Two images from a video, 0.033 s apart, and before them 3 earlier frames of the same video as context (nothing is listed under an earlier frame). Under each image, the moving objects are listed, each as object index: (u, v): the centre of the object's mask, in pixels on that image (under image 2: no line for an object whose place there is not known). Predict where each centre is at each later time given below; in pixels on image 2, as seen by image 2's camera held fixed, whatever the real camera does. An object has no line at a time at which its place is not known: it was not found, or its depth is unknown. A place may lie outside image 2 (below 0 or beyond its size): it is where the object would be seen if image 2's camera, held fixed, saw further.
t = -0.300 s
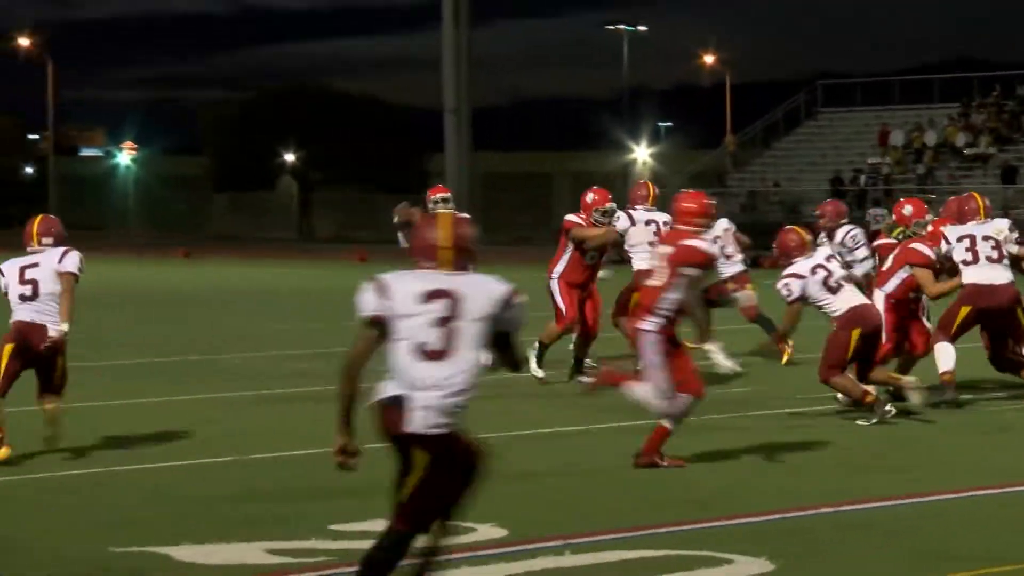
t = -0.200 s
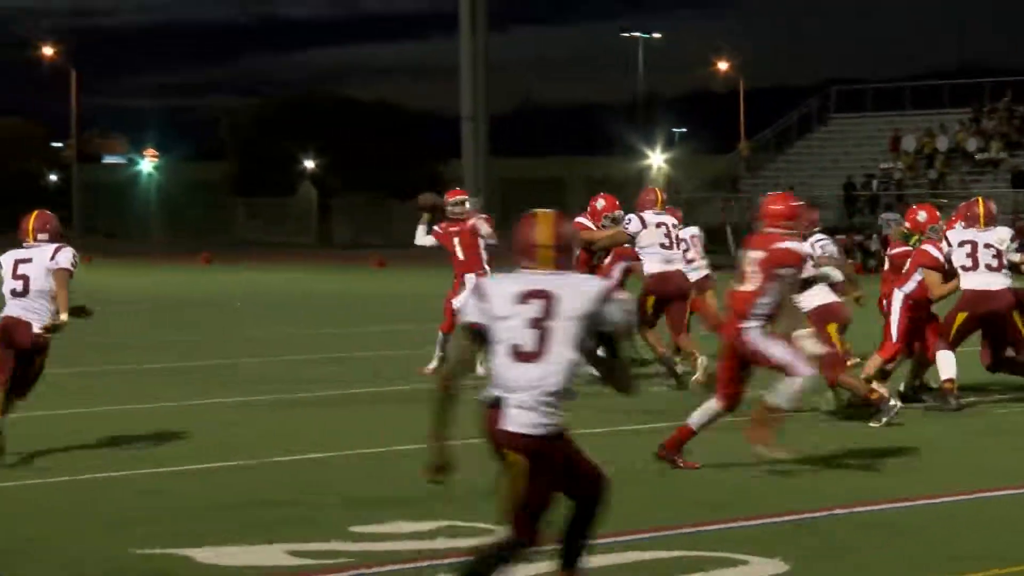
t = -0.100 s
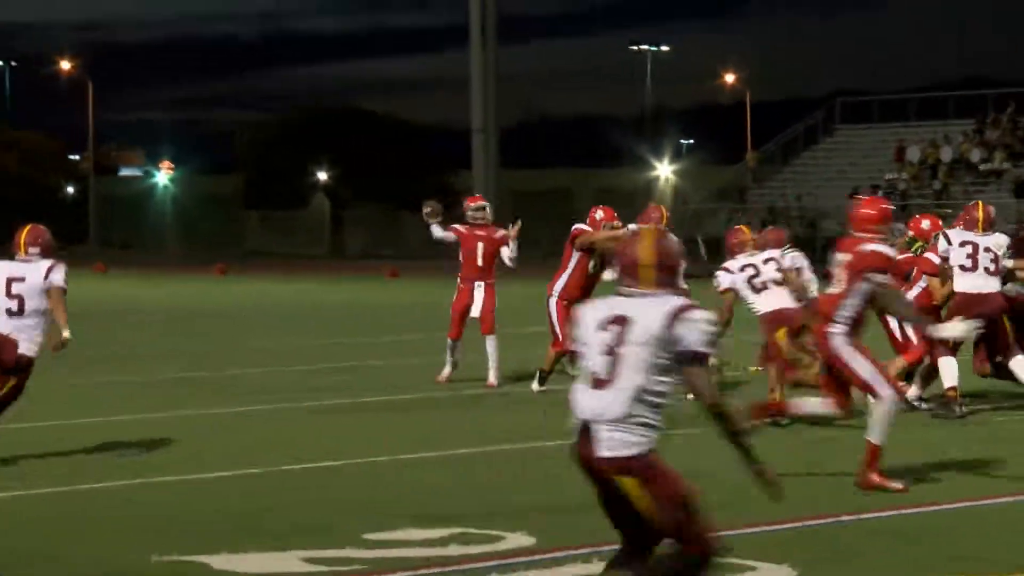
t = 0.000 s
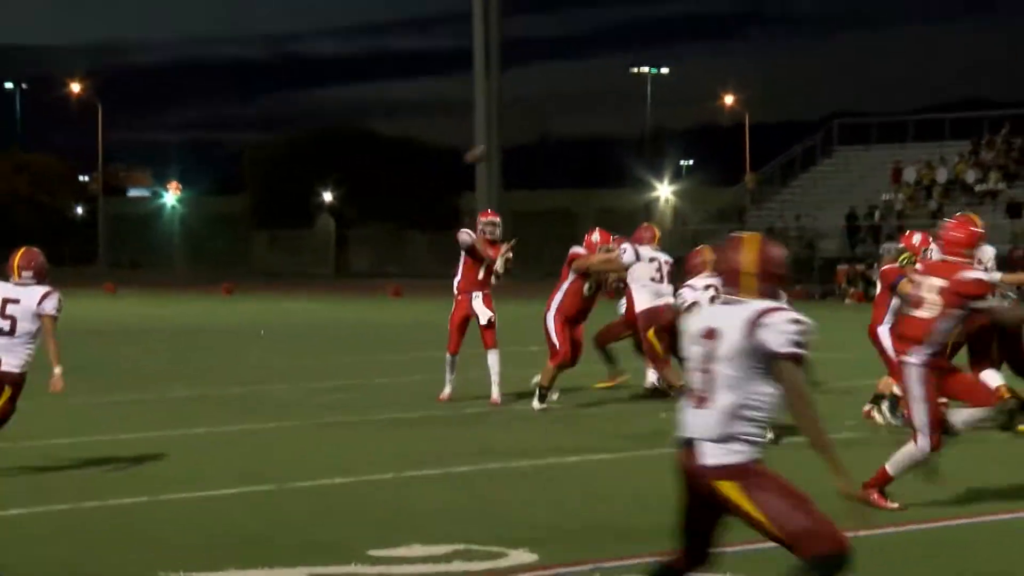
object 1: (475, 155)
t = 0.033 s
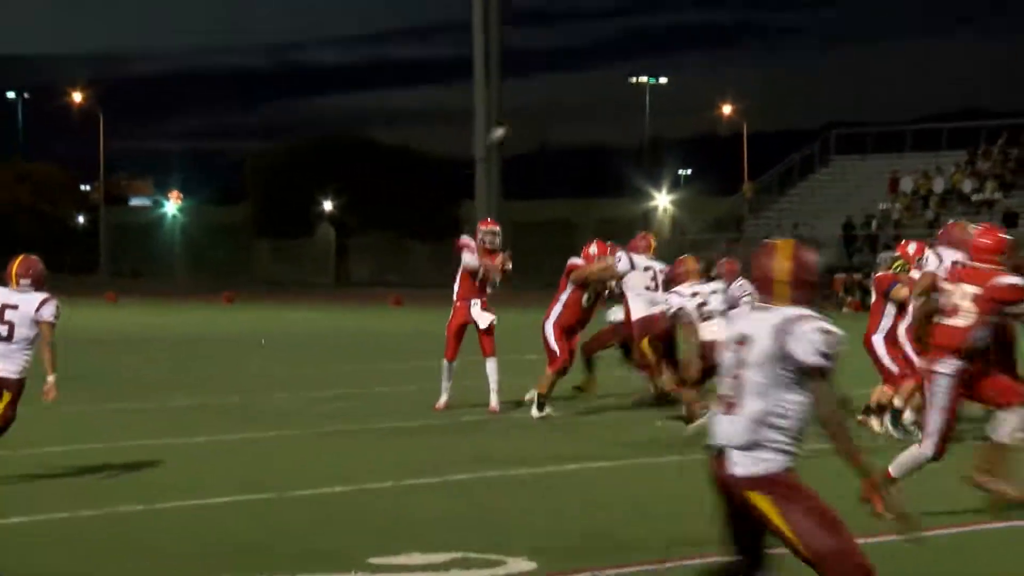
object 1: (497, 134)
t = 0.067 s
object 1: (516, 113)
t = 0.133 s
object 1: (562, 60)
